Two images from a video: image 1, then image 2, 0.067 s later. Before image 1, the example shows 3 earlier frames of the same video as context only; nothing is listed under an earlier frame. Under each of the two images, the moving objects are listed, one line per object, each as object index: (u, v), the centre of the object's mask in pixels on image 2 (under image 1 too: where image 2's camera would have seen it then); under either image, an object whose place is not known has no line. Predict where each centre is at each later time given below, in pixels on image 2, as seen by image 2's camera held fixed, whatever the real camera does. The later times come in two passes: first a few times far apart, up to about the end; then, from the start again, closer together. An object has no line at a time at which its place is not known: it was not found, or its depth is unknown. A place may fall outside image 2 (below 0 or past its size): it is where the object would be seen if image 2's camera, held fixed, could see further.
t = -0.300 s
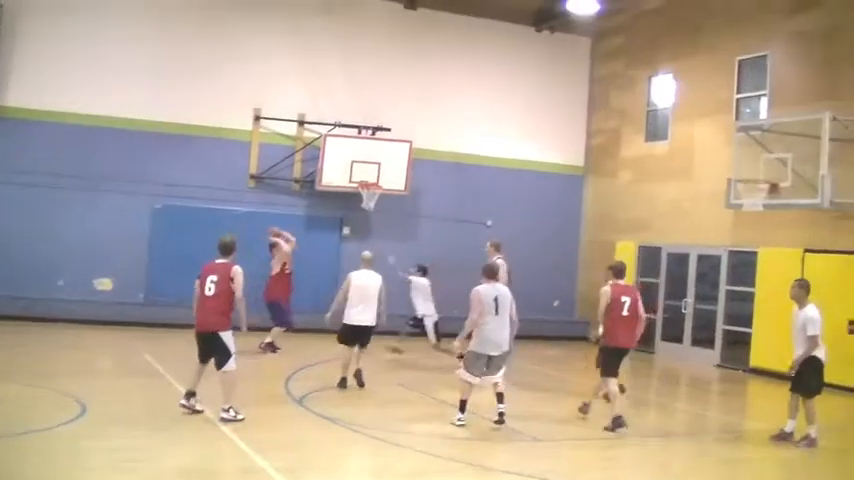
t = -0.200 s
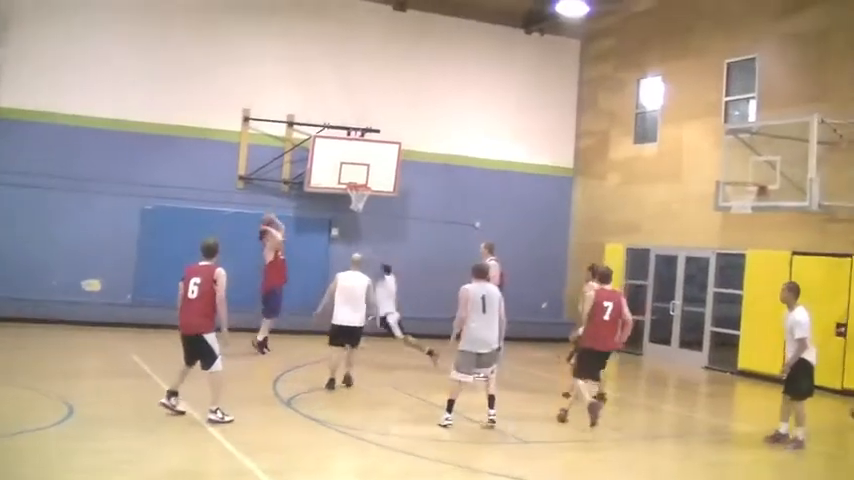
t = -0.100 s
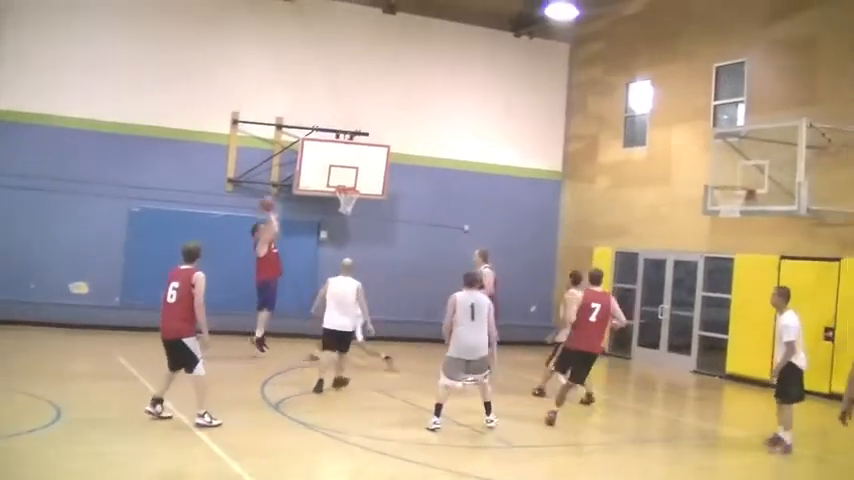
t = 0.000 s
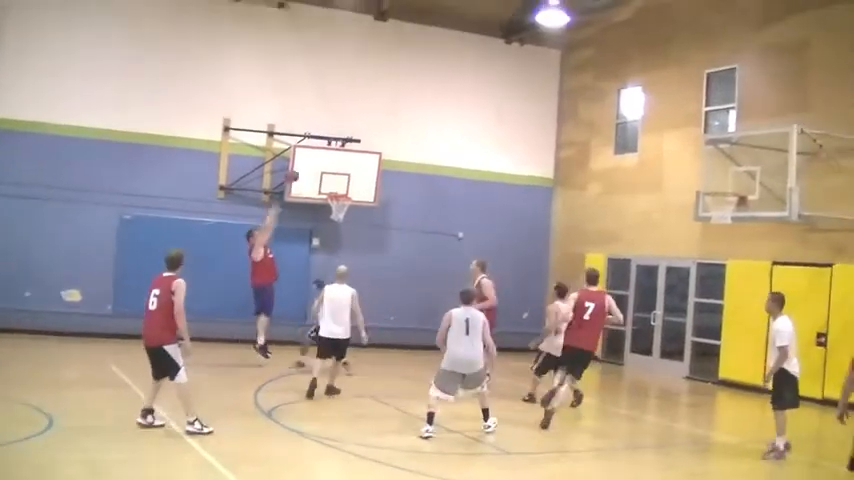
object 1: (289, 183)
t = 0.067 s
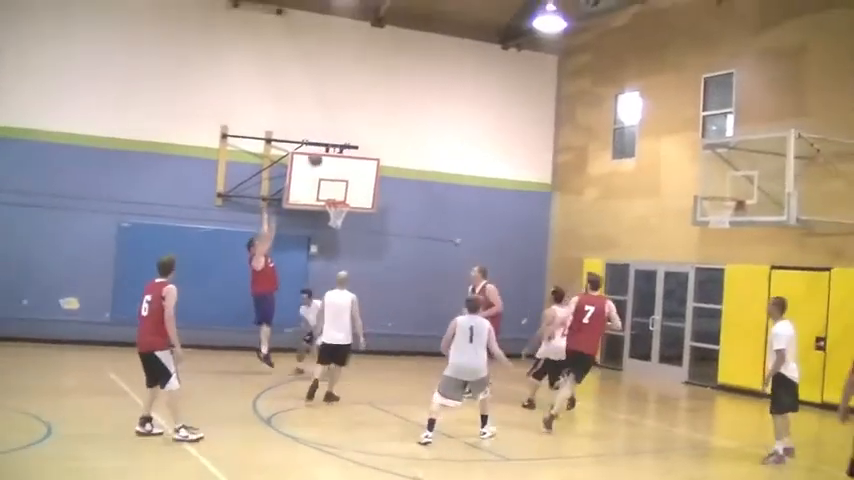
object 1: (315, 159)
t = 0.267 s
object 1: (390, 107)
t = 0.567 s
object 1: (504, 77)
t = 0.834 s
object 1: (607, 97)
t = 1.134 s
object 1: (719, 183)
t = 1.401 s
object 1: (660, 171)
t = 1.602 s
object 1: (609, 177)
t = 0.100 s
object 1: (327, 148)
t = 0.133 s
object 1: (340, 139)
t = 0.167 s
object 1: (352, 130)
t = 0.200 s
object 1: (364, 122)
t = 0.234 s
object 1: (377, 114)
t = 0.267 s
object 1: (390, 107)
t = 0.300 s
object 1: (403, 100)
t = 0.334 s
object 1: (416, 95)
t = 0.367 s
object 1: (429, 90)
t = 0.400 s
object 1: (441, 86)
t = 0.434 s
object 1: (454, 83)
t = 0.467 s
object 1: (466, 80)
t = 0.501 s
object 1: (479, 78)
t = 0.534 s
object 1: (492, 77)
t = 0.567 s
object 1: (504, 77)
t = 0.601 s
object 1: (518, 77)
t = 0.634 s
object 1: (530, 78)
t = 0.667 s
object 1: (543, 79)
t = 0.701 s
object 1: (553, 84)
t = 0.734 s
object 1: (566, 81)
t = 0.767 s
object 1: (581, 88)
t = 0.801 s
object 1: (594, 94)
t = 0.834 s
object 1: (607, 97)
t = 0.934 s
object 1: (646, 118)
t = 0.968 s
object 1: (657, 127)
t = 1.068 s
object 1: (694, 157)
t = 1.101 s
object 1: (706, 170)
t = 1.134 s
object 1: (719, 183)
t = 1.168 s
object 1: (729, 195)
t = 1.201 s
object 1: (717, 192)
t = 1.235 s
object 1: (704, 188)
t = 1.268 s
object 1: (695, 184)
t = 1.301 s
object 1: (686, 179)
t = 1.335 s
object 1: (678, 175)
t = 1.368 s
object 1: (670, 173)
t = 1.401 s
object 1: (660, 171)
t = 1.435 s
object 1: (651, 170)
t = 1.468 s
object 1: (643, 169)
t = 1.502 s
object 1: (635, 170)
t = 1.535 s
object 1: (626, 172)
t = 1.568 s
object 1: (618, 173)
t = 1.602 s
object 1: (609, 177)
